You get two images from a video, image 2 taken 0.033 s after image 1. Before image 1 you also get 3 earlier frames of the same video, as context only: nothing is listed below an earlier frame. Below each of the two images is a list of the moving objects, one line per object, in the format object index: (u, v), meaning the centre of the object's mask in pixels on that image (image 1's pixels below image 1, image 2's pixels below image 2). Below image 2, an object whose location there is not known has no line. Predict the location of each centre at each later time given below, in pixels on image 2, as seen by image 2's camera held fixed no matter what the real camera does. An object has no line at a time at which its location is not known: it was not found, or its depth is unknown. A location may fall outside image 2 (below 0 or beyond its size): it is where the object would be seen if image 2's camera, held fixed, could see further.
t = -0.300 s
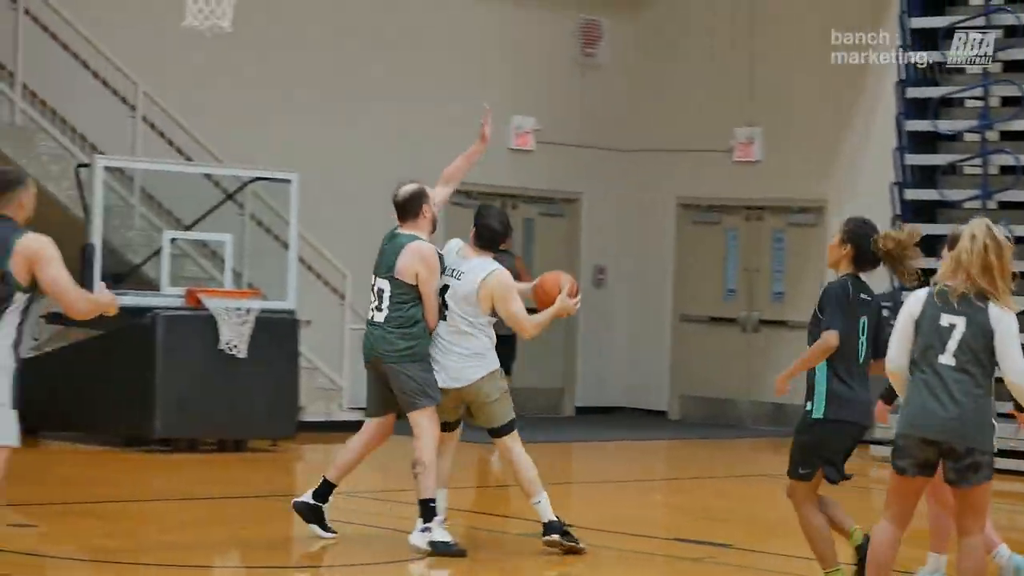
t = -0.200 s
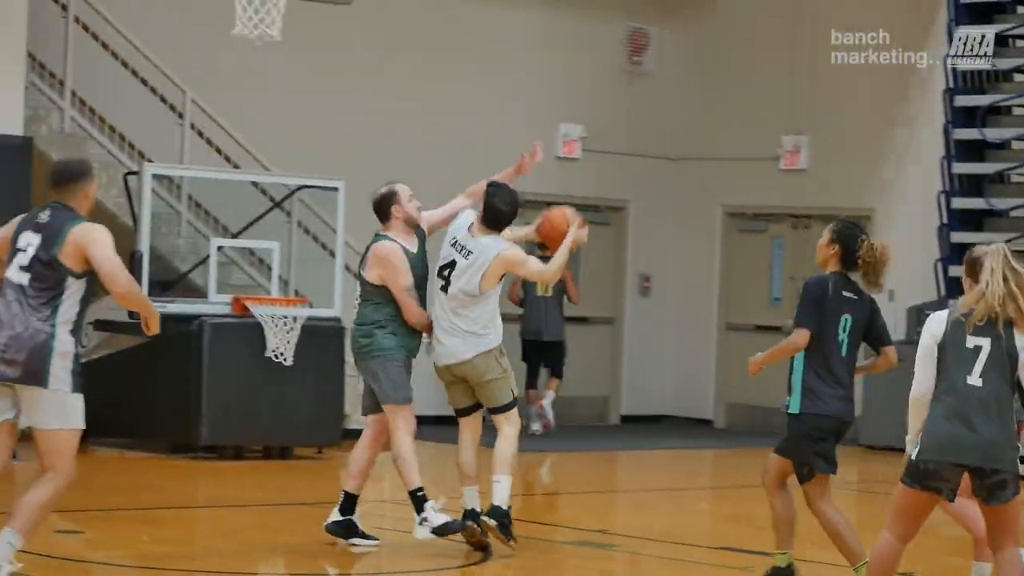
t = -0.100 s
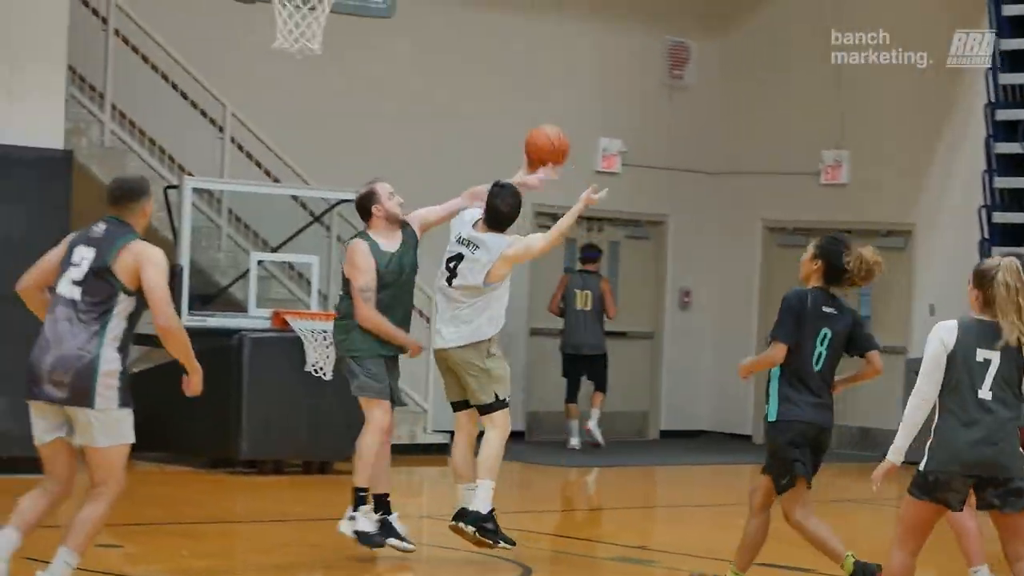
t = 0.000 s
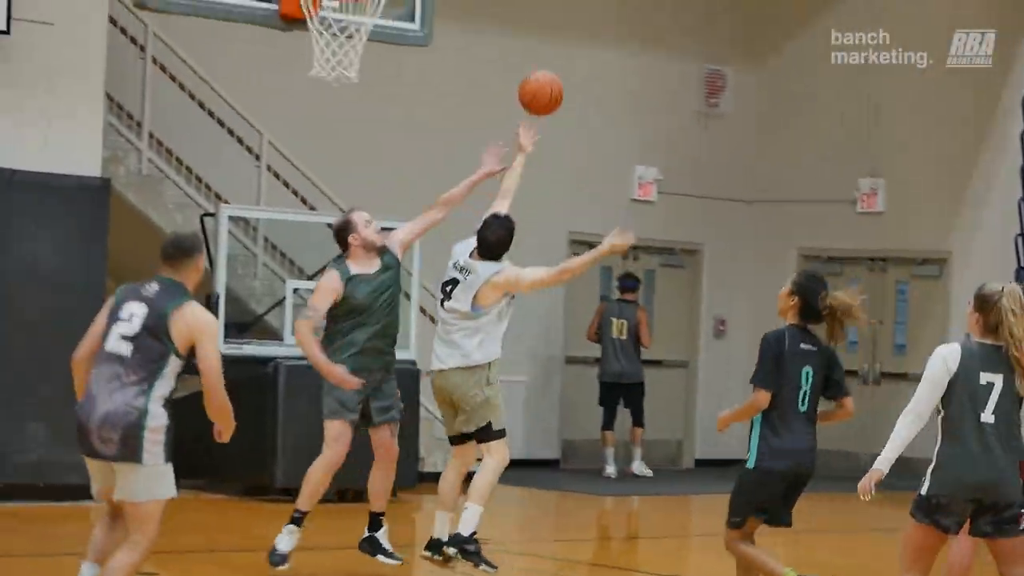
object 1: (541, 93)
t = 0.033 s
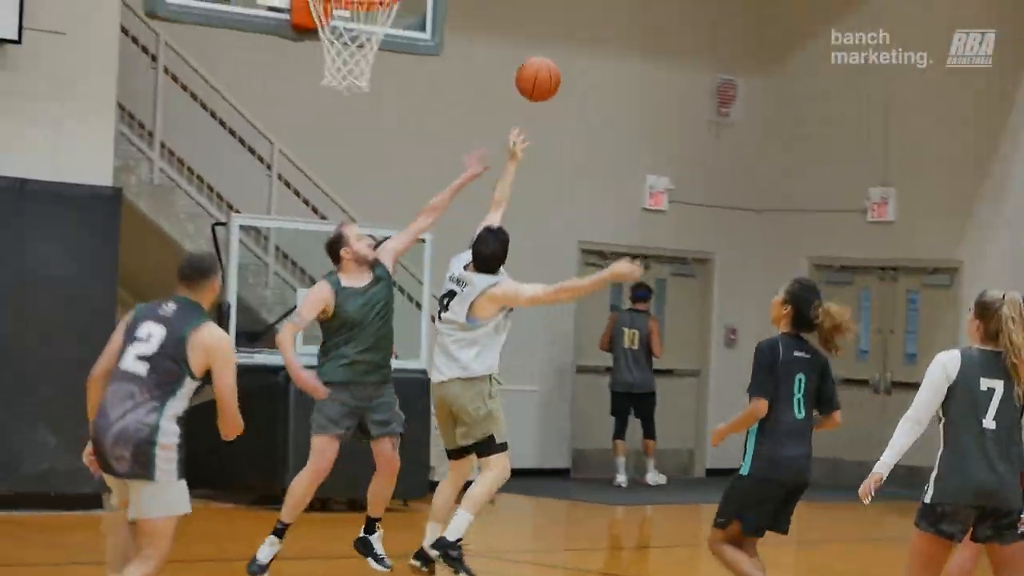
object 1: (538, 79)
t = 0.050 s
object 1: (529, 67)
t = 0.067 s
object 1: (522, 55)
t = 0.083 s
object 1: (514, 45)
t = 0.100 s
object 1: (506, 36)
